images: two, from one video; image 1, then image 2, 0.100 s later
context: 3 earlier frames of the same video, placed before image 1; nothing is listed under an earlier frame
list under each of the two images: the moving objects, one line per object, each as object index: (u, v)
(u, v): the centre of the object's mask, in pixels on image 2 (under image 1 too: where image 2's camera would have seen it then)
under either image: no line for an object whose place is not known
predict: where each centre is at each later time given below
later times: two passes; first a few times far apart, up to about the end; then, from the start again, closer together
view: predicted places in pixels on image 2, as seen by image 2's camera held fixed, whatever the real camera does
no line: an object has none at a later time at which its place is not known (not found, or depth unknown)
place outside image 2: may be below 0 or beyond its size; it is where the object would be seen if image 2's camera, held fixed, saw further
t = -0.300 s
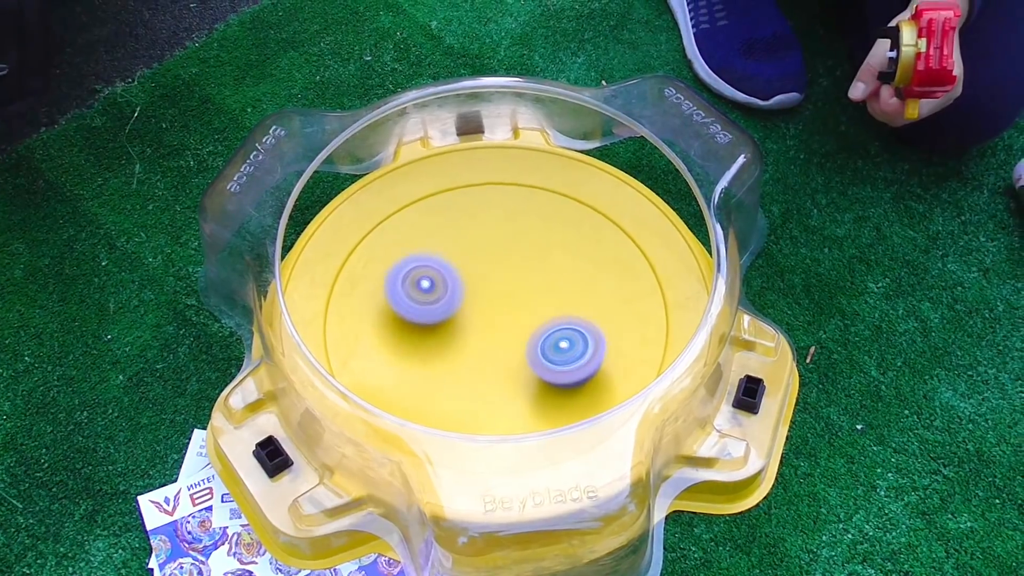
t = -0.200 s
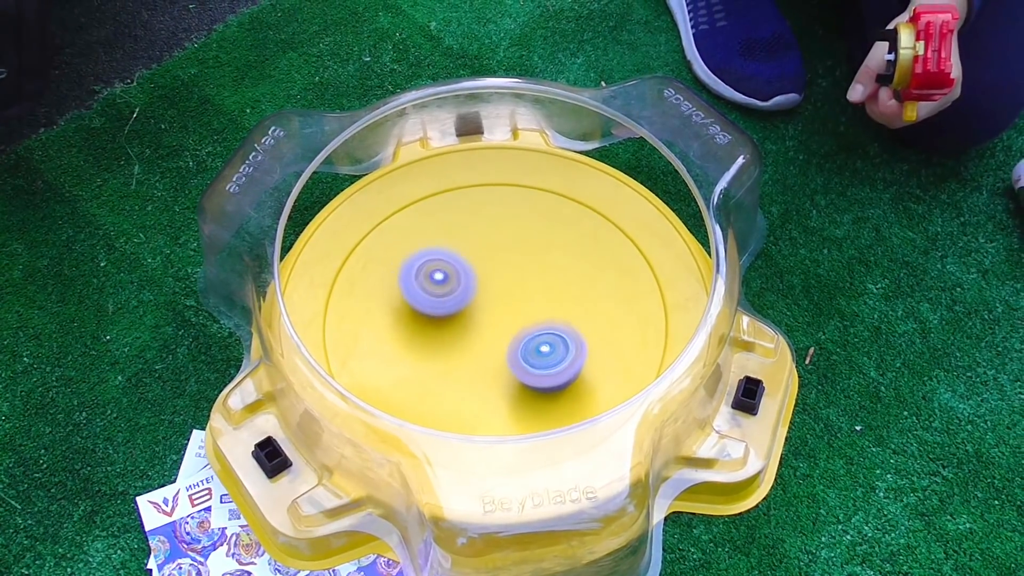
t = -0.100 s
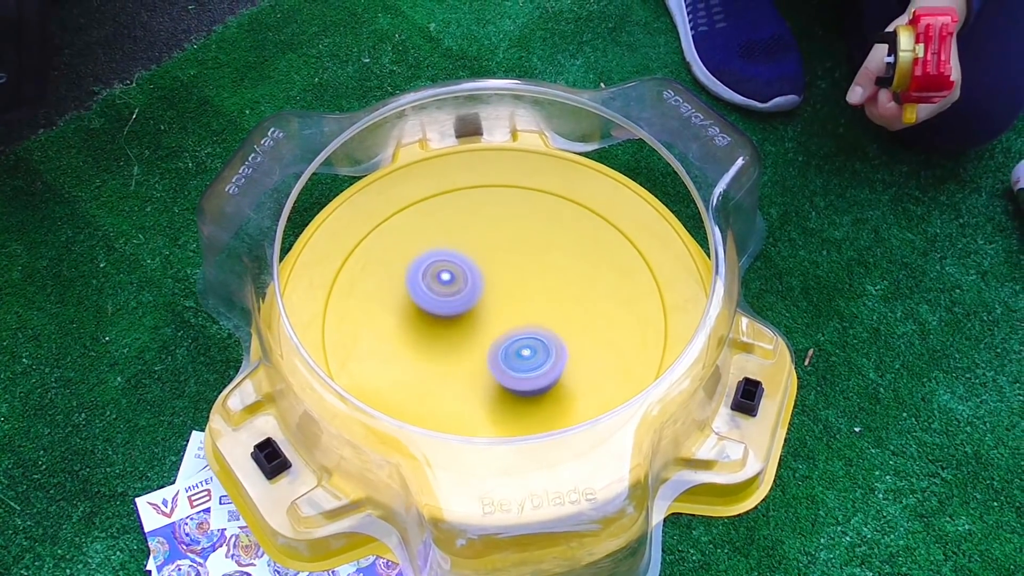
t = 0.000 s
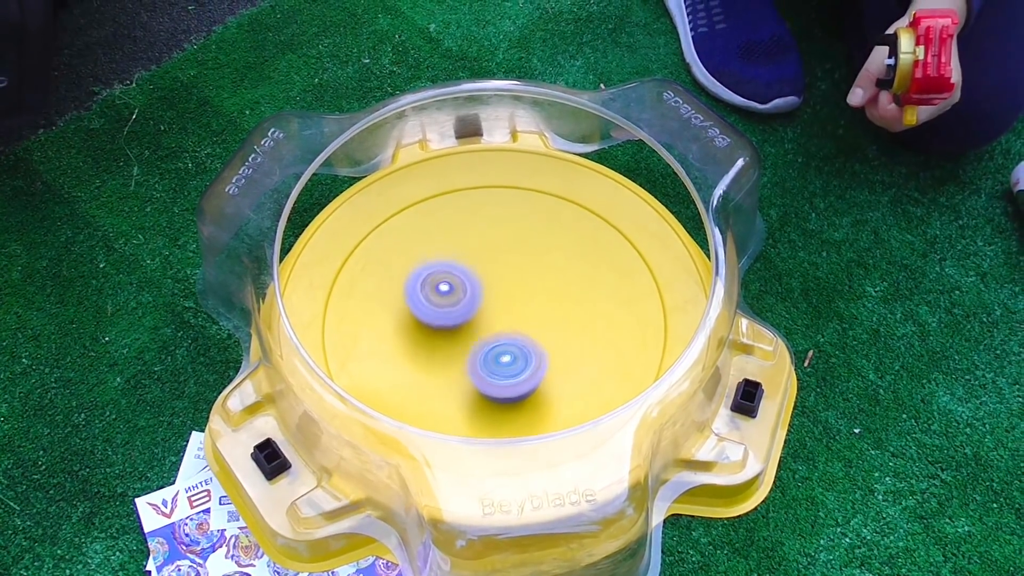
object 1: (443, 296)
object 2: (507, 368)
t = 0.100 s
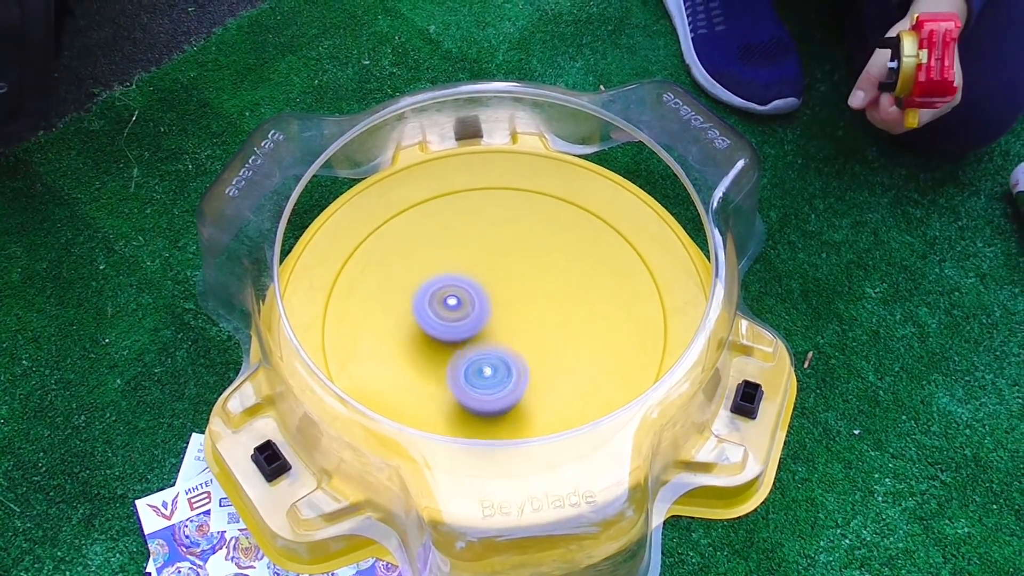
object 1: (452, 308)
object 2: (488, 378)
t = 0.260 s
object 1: (447, 300)
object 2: (501, 396)
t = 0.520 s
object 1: (442, 275)
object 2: (512, 374)
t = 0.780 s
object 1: (505, 251)
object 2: (503, 339)
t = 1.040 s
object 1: (538, 275)
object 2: (445, 373)
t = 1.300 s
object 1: (541, 302)
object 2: (481, 363)
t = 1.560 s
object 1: (523, 279)
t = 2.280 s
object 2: (434, 324)
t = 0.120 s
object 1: (450, 306)
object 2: (490, 384)
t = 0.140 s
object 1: (448, 303)
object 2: (492, 388)
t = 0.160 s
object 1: (447, 302)
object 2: (493, 391)
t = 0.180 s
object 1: (446, 301)
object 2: (494, 395)
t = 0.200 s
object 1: (446, 300)
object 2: (496, 395)
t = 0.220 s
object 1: (446, 300)
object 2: (497, 397)
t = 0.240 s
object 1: (446, 299)
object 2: (499, 396)
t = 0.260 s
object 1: (447, 300)
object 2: (501, 396)
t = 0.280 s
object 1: (447, 300)
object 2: (502, 395)
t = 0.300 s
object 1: (448, 301)
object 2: (504, 393)
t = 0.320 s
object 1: (449, 302)
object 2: (504, 389)
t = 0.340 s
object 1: (450, 302)
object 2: (504, 385)
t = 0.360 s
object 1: (451, 304)
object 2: (504, 382)
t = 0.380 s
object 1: (453, 305)
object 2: (502, 377)
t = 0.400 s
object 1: (455, 306)
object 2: (500, 373)
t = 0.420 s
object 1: (456, 307)
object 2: (498, 368)
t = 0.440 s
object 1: (456, 306)
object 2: (498, 367)
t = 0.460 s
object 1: (451, 298)
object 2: (502, 370)
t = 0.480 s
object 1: (447, 289)
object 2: (506, 373)
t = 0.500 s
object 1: (444, 281)
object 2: (509, 374)
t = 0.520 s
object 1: (442, 275)
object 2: (512, 374)
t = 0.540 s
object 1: (442, 268)
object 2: (514, 373)
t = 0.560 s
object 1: (443, 262)
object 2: (517, 372)
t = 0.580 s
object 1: (446, 257)
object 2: (519, 370)
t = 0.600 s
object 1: (449, 253)
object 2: (520, 367)
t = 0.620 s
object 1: (454, 249)
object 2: (520, 364)
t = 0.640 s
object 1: (459, 246)
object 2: (520, 362)
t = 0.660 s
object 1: (465, 244)
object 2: (519, 359)
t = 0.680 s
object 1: (472, 243)
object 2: (518, 356)
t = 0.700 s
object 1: (479, 242)
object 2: (515, 352)
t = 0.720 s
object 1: (487, 243)
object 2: (513, 349)
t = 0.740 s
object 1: (493, 245)
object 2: (510, 346)
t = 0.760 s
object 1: (499, 248)
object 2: (507, 342)
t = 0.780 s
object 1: (505, 251)
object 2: (503, 339)
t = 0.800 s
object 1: (509, 255)
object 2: (498, 336)
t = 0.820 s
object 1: (512, 260)
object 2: (494, 333)
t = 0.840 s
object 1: (513, 264)
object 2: (489, 332)
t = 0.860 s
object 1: (514, 266)
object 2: (483, 332)
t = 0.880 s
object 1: (517, 264)
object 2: (474, 337)
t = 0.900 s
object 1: (520, 261)
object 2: (466, 343)
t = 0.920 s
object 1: (522, 260)
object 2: (460, 346)
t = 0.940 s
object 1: (524, 259)
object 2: (455, 351)
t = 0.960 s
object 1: (527, 261)
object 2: (451, 356)
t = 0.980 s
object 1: (529, 263)
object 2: (448, 360)
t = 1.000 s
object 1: (532, 266)
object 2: (446, 364)
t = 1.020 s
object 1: (535, 270)
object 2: (445, 369)
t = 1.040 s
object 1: (538, 275)
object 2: (445, 373)
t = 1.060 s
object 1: (540, 279)
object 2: (446, 376)
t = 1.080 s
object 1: (541, 283)
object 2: (448, 380)
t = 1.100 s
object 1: (541, 287)
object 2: (451, 383)
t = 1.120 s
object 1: (541, 291)
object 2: (455, 384)
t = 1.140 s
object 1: (541, 295)
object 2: (460, 384)
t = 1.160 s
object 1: (541, 298)
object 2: (464, 384)
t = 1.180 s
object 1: (541, 301)
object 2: (468, 383)
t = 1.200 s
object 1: (541, 304)
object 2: (472, 381)
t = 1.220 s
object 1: (540, 306)
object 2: (477, 377)
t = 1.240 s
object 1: (540, 307)
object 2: (480, 373)
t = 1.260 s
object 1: (540, 308)
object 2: (482, 369)
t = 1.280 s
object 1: (539, 307)
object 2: (484, 364)
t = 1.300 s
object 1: (541, 302)
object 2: (481, 363)
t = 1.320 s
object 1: (544, 296)
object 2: (477, 364)
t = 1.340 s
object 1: (546, 290)
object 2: (473, 364)
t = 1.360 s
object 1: (547, 286)
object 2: (470, 363)
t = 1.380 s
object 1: (546, 282)
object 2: (467, 363)
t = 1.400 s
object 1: (546, 279)
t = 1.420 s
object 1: (544, 277)
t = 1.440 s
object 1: (542, 275)
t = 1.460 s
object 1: (539, 274)
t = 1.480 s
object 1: (536, 274)
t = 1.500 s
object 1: (533, 275)
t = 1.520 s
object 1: (529, 276)
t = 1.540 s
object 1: (526, 277)
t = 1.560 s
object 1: (523, 279)
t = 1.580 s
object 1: (520, 282)
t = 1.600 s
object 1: (518, 285)
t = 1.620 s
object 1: (516, 287)
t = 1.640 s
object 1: (514, 290)
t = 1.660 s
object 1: (513, 292)
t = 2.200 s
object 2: (437, 318)
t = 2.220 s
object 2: (437, 319)
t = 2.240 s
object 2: (435, 321)
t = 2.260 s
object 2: (434, 323)
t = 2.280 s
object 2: (434, 324)
